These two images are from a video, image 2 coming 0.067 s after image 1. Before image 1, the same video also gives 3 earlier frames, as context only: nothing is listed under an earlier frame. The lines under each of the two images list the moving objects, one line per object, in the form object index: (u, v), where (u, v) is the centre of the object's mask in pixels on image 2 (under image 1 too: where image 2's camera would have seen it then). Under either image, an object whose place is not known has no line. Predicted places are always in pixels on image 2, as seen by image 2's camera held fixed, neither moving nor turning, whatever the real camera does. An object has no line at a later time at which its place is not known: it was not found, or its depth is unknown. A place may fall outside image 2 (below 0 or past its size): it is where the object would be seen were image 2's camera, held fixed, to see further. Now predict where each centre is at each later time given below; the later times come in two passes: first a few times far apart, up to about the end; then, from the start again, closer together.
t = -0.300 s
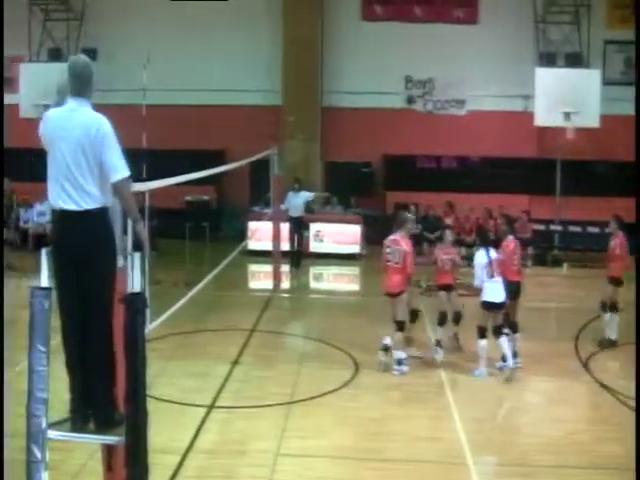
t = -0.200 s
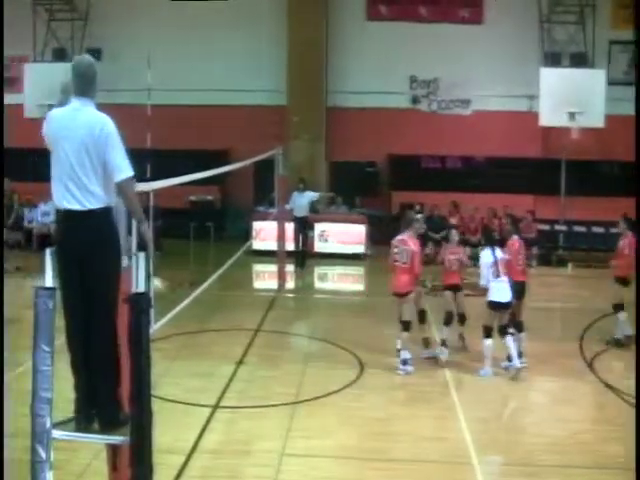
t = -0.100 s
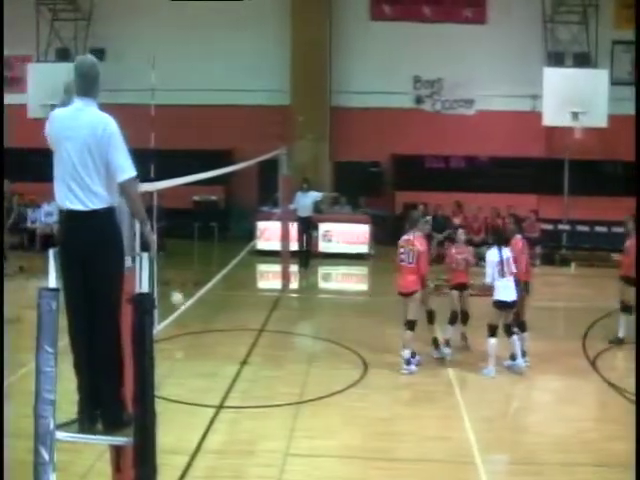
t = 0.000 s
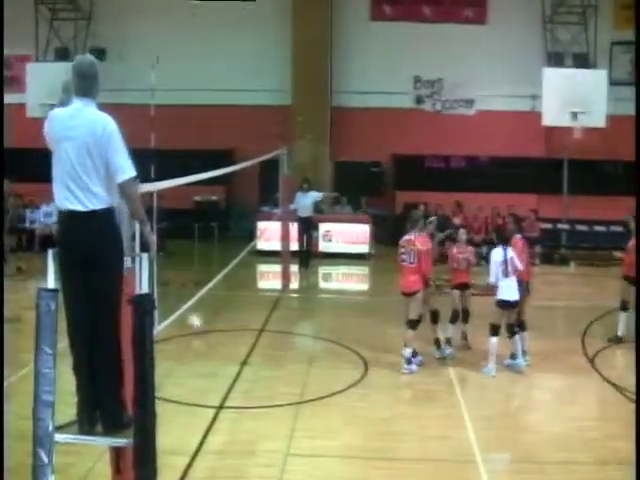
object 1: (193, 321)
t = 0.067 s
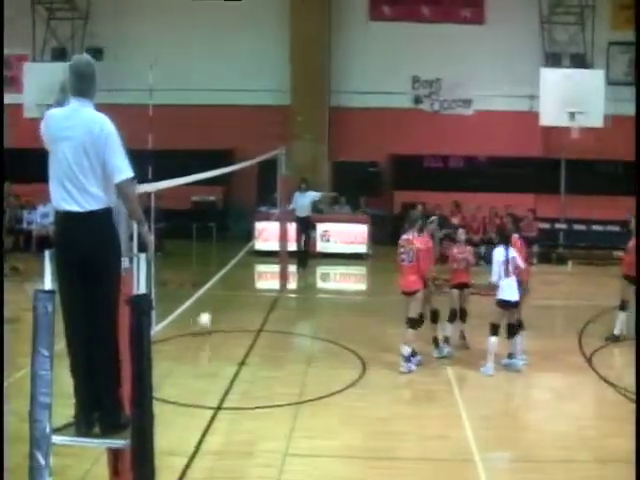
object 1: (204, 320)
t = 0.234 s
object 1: (236, 317)
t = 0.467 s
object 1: (287, 354)
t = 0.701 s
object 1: (341, 352)
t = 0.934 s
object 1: (404, 386)
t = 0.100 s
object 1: (211, 318)
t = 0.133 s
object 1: (217, 316)
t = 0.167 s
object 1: (224, 315)
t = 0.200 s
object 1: (229, 316)
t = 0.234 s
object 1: (236, 317)
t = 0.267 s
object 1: (244, 319)
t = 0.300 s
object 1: (250, 322)
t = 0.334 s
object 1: (257, 327)
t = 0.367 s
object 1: (265, 329)
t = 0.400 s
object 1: (272, 341)
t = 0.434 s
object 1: (280, 349)
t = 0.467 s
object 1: (287, 354)
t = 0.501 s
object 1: (295, 356)
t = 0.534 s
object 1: (303, 356)
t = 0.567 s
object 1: (310, 356)
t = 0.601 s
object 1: (317, 357)
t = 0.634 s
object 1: (324, 357)
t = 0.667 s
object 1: (333, 350)
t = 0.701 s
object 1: (341, 352)
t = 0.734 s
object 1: (350, 356)
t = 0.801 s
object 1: (369, 372)
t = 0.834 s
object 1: (377, 378)
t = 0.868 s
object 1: (386, 384)
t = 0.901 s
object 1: (395, 386)
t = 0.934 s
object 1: (404, 386)
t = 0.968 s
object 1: (413, 384)
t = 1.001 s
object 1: (421, 379)
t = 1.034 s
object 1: (430, 380)
